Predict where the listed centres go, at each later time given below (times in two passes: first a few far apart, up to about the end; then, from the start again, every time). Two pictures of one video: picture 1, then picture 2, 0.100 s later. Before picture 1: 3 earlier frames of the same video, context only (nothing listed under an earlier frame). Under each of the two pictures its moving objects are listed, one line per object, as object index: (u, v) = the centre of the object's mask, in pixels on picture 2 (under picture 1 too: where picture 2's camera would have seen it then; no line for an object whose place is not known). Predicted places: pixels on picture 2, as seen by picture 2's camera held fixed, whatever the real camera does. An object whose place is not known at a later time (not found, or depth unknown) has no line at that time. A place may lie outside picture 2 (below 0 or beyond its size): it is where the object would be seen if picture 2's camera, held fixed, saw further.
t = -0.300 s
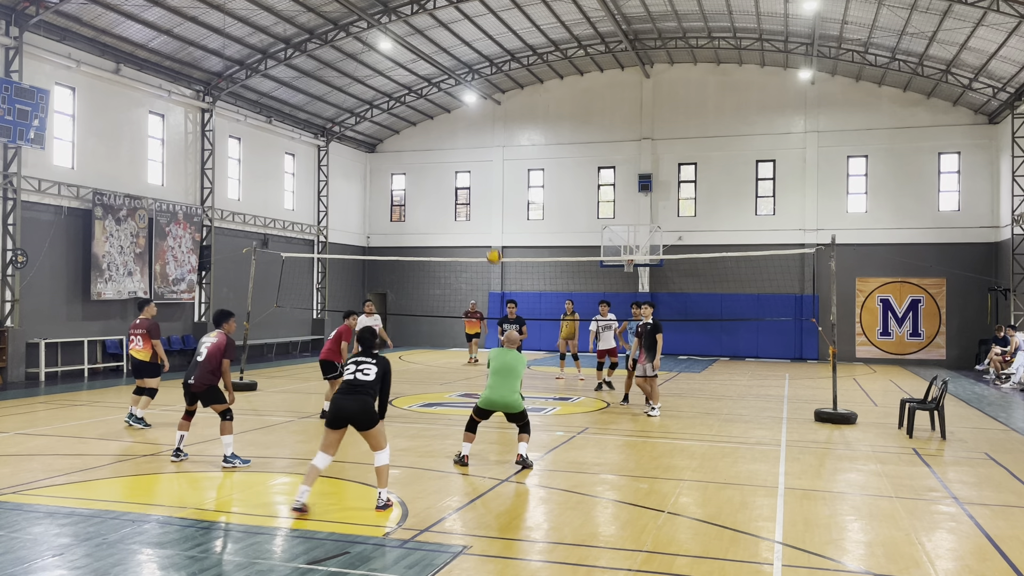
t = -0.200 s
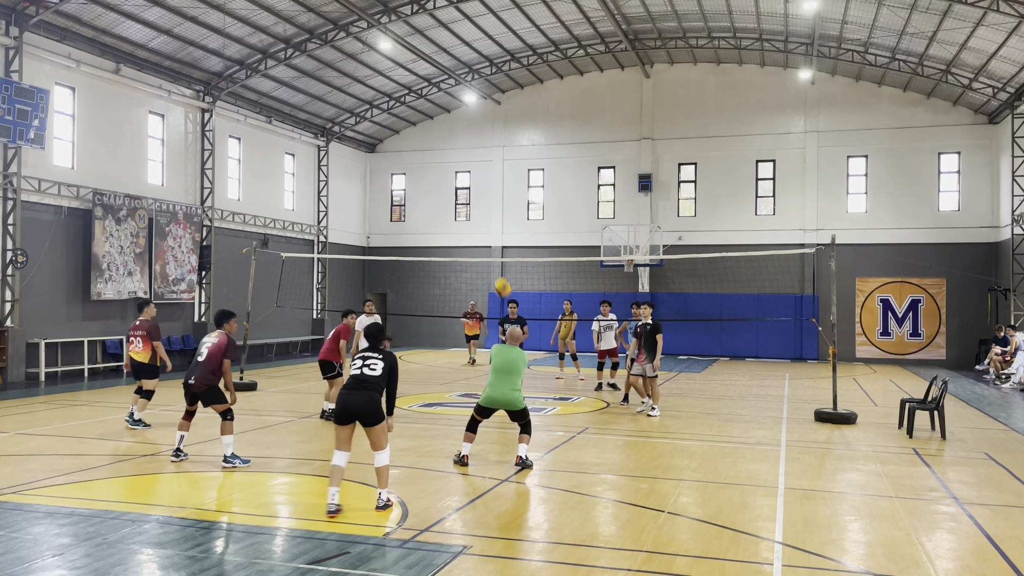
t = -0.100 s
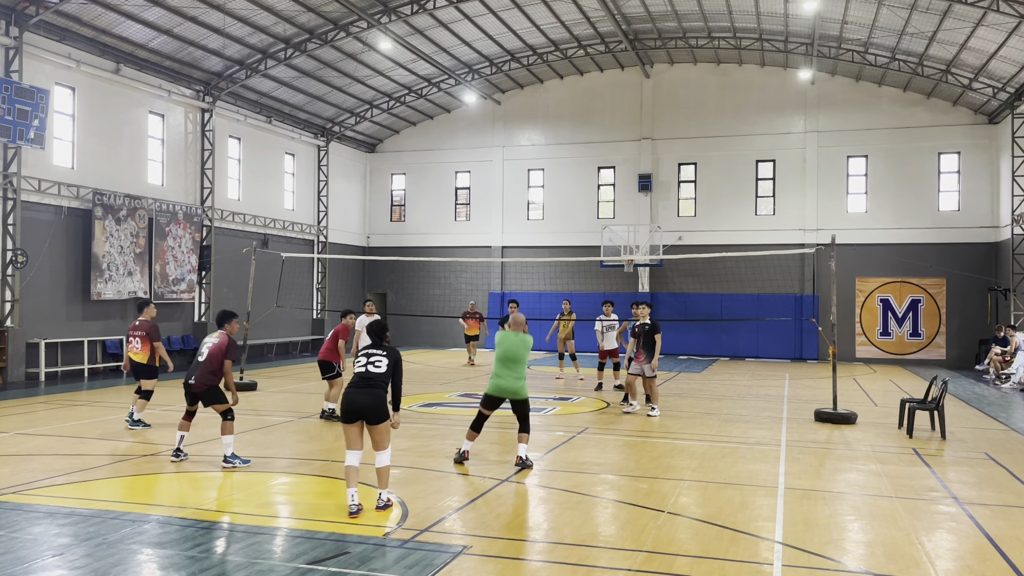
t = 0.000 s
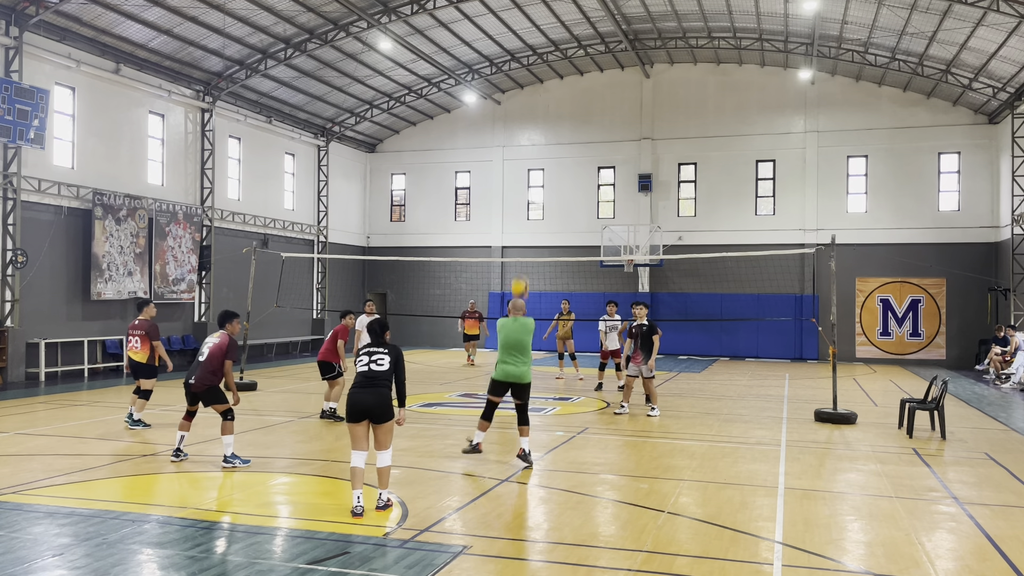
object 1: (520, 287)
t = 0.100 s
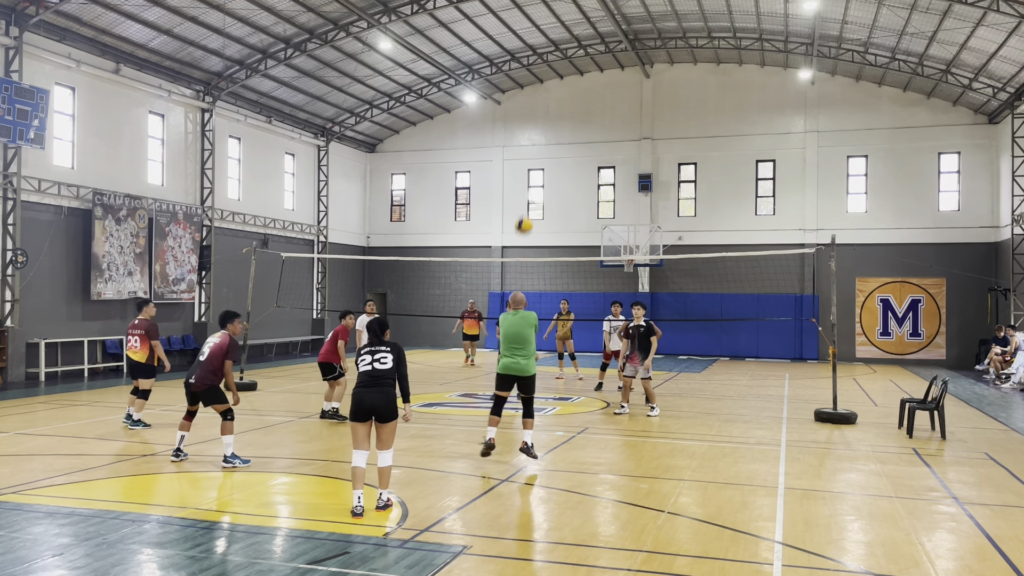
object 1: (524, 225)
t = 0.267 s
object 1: (529, 147)
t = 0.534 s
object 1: (535, 80)
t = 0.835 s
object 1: (540, 76)
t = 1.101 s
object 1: (544, 127)
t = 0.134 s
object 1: (525, 207)
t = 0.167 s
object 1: (525, 190)
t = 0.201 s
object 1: (526, 174)
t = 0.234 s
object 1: (528, 160)
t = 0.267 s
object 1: (529, 147)
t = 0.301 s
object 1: (530, 134)
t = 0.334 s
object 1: (531, 123)
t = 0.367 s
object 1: (532, 114)
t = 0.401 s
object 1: (533, 105)
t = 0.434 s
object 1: (534, 97)
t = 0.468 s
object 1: (534, 90)
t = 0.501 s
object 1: (535, 85)
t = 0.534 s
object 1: (535, 80)
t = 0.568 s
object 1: (536, 76)
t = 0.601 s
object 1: (536, 73)
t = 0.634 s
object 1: (537, 71)
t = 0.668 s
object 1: (538, 69)
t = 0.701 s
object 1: (538, 69)
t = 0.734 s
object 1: (539, 69)
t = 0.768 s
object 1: (539, 70)
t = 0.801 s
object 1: (540, 73)
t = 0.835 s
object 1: (540, 76)
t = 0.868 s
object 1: (541, 80)
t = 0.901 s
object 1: (541, 85)
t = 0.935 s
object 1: (542, 89)
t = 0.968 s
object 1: (542, 96)
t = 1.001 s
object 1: (543, 103)
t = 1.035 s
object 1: (543, 111)
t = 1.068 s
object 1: (543, 118)
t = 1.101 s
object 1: (544, 127)
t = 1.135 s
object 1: (544, 137)
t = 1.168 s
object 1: (544, 148)
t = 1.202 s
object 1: (545, 159)
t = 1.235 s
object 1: (545, 170)
